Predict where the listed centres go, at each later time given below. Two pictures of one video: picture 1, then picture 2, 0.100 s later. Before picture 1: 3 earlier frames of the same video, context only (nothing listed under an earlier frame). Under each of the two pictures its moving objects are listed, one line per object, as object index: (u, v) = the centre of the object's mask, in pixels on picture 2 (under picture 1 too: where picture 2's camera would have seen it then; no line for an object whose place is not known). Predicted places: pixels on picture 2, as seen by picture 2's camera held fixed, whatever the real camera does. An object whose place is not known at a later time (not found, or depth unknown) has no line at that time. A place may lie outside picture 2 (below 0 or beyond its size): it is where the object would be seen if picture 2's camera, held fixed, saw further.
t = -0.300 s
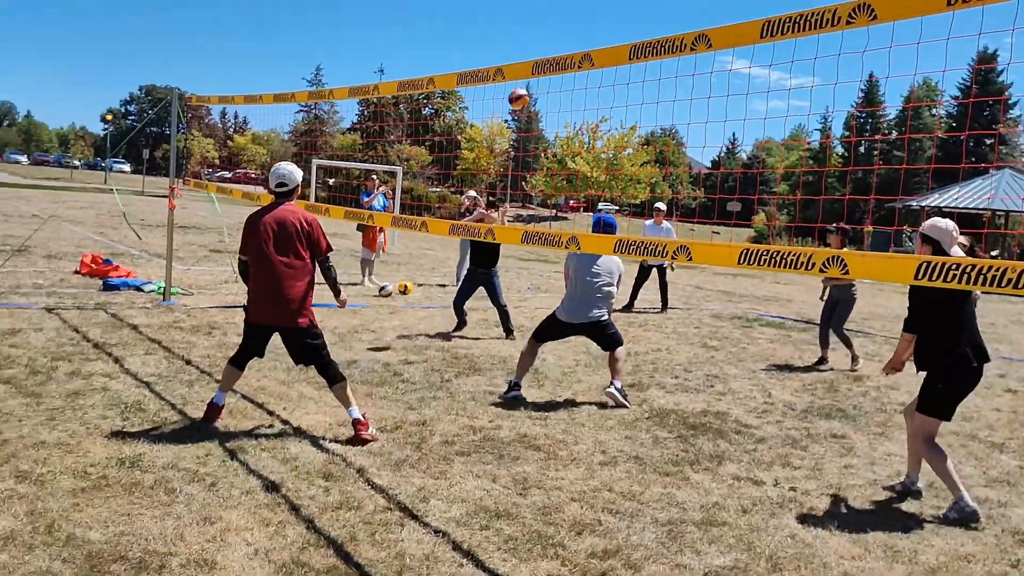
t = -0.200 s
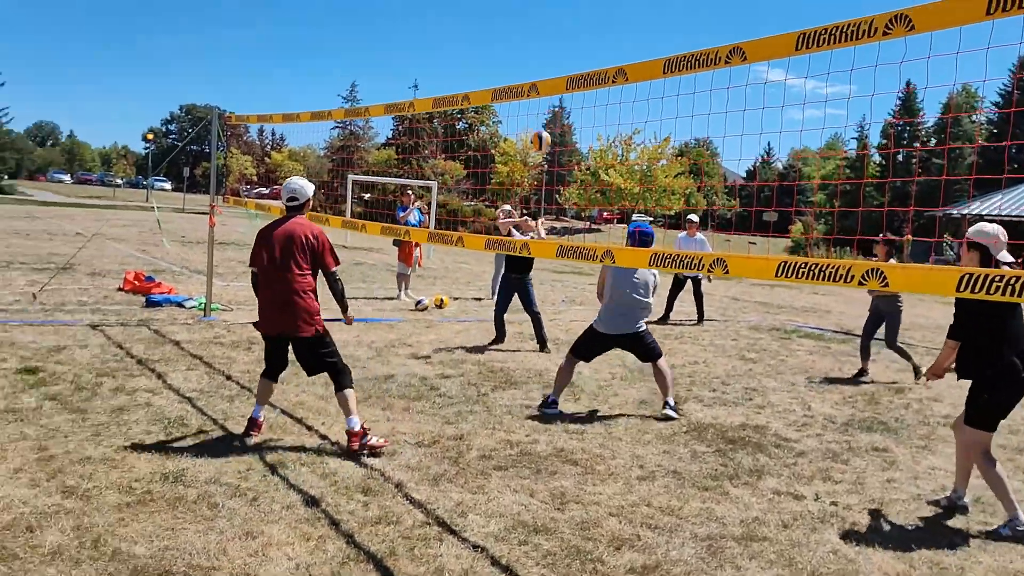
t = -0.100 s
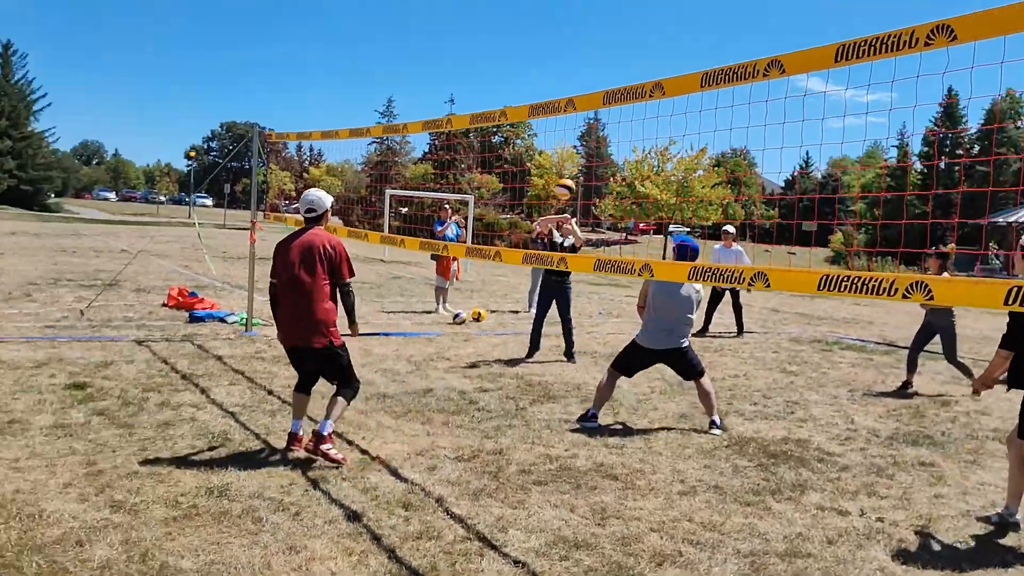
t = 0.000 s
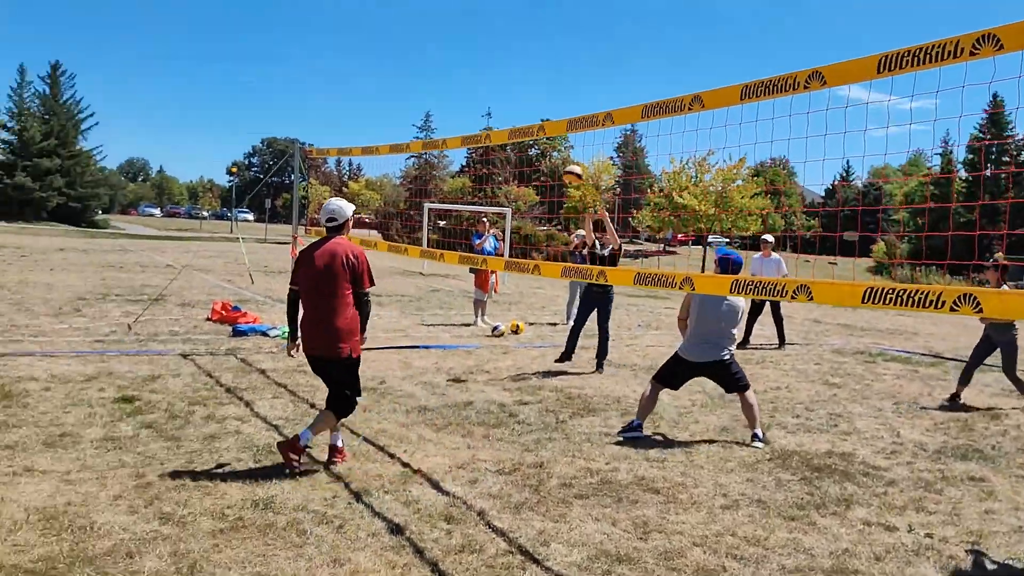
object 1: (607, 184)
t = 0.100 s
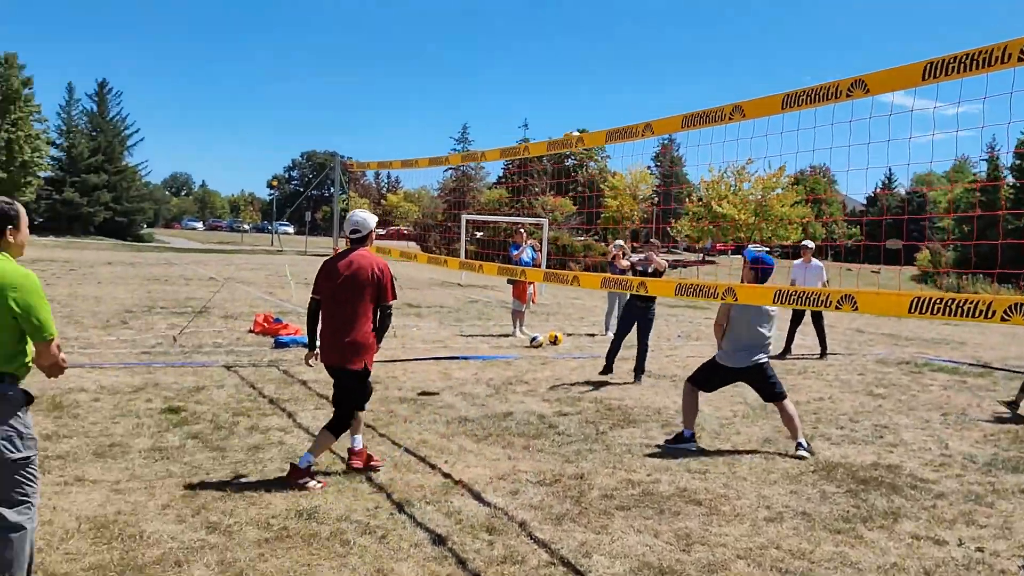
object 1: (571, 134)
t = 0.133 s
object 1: (560, 128)
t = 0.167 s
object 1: (549, 116)
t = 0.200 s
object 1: (537, 105)
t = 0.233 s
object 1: (524, 95)
